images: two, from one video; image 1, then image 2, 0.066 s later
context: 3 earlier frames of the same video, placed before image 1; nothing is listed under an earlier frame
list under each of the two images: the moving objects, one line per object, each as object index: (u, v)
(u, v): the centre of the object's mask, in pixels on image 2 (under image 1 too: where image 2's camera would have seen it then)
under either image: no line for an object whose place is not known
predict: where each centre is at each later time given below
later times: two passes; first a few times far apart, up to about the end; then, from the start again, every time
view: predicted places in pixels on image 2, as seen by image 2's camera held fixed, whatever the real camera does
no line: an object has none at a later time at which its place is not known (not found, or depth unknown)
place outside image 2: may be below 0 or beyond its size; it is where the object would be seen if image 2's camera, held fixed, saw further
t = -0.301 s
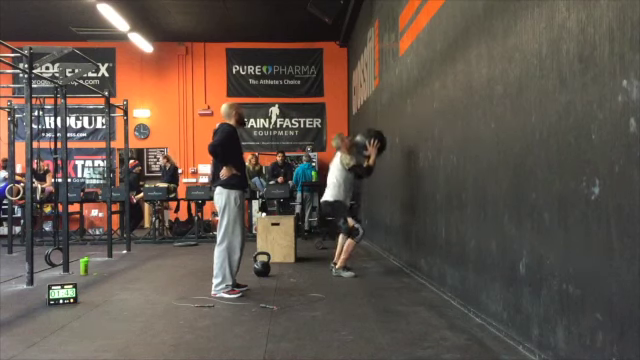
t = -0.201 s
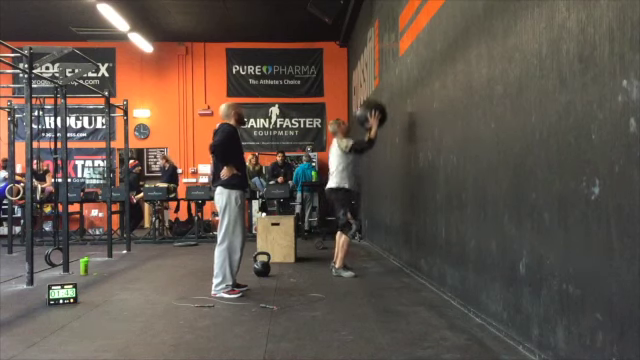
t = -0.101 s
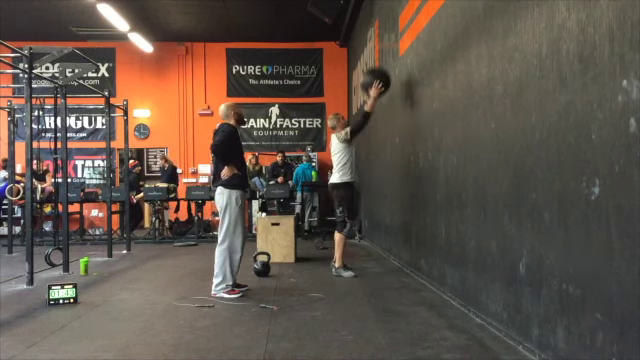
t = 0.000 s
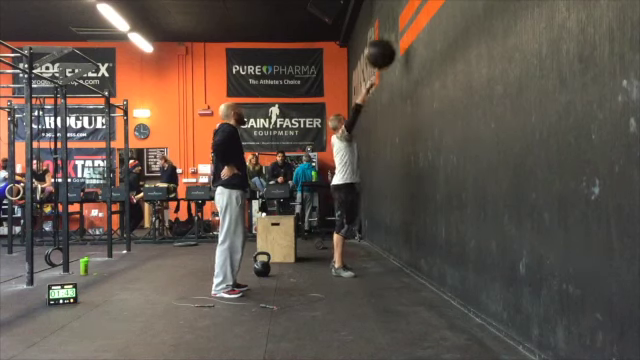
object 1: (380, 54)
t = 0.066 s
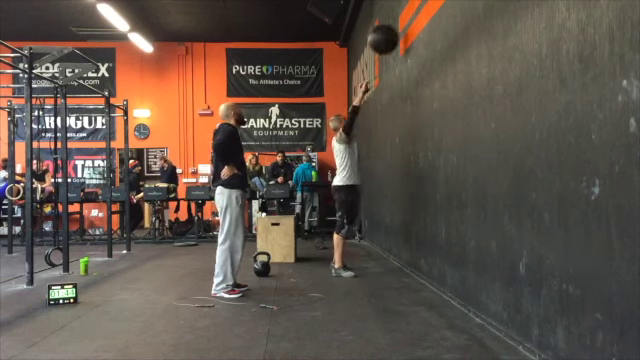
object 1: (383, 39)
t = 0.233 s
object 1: (390, 19)
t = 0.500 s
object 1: (384, 32)
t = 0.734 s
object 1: (381, 94)
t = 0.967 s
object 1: (383, 197)
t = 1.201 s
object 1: (393, 241)
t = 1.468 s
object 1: (389, 238)
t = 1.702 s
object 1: (389, 256)
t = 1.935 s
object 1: (390, 258)
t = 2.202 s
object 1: (389, 259)
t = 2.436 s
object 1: (389, 259)
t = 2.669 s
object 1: (388, 259)
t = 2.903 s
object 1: (387, 260)
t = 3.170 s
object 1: (385, 260)
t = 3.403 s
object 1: (383, 260)
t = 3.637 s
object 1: (380, 260)
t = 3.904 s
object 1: (375, 260)
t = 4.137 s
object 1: (371, 261)
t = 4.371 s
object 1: (366, 261)
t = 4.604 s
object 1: (363, 261)
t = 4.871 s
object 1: (364, 261)
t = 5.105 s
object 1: (364, 261)
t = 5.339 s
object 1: (364, 261)
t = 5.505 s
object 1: (364, 261)
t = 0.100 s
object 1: (385, 33)
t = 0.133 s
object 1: (387, 28)
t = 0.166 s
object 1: (389, 24)
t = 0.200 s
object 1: (390, 21)
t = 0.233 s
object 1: (390, 19)
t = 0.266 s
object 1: (390, 17)
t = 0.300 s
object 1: (389, 17)
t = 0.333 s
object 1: (388, 17)
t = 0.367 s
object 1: (387, 18)
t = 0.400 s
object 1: (387, 20)
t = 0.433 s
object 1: (386, 23)
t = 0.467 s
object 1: (385, 27)
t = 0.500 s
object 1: (384, 32)
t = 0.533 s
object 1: (383, 38)
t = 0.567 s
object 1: (383, 45)
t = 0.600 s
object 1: (382, 53)
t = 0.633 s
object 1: (382, 62)
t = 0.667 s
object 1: (382, 71)
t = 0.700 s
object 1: (381, 82)
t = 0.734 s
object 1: (381, 94)
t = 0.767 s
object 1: (380, 106)
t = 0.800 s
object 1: (379, 120)
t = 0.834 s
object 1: (379, 134)
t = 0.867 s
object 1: (378, 149)
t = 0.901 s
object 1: (379, 164)
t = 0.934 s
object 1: (381, 180)
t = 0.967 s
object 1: (383, 197)
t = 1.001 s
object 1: (386, 214)
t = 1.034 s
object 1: (388, 234)
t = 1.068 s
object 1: (393, 257)
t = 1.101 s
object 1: (394, 258)
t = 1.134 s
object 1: (393, 250)
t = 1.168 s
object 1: (393, 245)
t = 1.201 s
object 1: (393, 241)
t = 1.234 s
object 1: (393, 237)
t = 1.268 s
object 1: (393, 235)
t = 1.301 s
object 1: (392, 233)
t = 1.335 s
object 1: (392, 232)
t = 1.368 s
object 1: (392, 232)
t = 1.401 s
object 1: (391, 233)
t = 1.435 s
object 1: (390, 235)
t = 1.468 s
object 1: (389, 238)
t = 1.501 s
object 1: (389, 242)
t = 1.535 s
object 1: (388, 247)
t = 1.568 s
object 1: (388, 253)
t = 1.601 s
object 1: (388, 259)
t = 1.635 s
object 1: (388, 259)
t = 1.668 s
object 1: (389, 257)
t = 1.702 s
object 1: (389, 256)
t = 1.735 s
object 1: (389, 256)
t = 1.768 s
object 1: (389, 256)
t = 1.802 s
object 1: (389, 257)
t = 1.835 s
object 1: (389, 259)
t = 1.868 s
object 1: (389, 258)
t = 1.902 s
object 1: (389, 258)
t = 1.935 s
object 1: (390, 258)
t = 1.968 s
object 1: (390, 258)
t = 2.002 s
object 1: (390, 258)
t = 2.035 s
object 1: (390, 259)
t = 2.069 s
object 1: (389, 259)
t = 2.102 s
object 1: (390, 259)
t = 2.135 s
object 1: (389, 259)
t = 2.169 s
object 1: (389, 259)
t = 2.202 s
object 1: (389, 259)
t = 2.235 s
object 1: (389, 259)
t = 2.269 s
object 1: (389, 259)
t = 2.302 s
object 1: (389, 259)
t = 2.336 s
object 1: (389, 259)
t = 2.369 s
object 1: (390, 259)
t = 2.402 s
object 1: (389, 259)
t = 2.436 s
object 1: (389, 259)
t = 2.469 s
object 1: (389, 259)
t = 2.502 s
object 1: (389, 259)
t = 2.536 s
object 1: (389, 259)
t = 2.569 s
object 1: (388, 259)
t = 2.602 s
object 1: (389, 259)
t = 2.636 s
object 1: (388, 259)
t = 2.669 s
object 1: (388, 259)
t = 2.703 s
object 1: (388, 259)
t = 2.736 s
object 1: (388, 259)
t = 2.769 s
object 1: (388, 259)
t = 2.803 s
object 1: (388, 259)
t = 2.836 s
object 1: (387, 260)
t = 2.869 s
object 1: (387, 260)
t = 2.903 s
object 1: (387, 260)
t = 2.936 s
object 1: (386, 260)
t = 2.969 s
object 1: (386, 259)
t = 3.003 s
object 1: (386, 259)
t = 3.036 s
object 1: (386, 259)
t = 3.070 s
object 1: (386, 260)
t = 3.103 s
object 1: (386, 260)
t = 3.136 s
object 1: (386, 260)
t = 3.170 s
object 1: (385, 260)
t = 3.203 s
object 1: (385, 260)
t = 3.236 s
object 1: (385, 259)
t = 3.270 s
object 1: (384, 260)
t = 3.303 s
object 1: (383, 260)
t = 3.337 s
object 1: (384, 260)
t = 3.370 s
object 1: (383, 260)
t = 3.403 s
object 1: (383, 260)
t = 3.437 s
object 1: (383, 260)
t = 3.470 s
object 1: (383, 260)
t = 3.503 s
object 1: (382, 260)
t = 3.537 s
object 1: (381, 260)
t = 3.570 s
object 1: (381, 260)
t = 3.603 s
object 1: (380, 260)
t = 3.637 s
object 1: (380, 260)
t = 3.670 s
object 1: (379, 260)
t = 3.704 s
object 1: (378, 260)
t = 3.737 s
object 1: (378, 260)
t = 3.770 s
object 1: (377, 260)
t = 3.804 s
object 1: (377, 260)
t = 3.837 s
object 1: (376, 260)
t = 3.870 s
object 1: (376, 260)
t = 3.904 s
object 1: (375, 260)
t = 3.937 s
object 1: (375, 260)
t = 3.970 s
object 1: (374, 260)
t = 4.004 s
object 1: (373, 260)
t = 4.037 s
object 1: (372, 261)
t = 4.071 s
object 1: (372, 261)
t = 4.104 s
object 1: (371, 261)
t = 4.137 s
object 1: (371, 261)
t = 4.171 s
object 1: (370, 261)
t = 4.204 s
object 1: (370, 261)
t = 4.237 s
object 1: (369, 261)
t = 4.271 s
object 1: (368, 261)
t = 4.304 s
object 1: (368, 261)
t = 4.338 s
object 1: (367, 261)
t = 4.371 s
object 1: (366, 261)
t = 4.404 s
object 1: (365, 261)
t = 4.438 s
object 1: (364, 261)
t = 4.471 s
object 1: (364, 261)
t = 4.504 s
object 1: (364, 261)
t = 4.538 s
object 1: (363, 261)
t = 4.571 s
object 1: (363, 261)
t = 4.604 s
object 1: (363, 261)
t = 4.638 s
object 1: (363, 261)
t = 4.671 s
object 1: (363, 261)
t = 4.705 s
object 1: (363, 261)
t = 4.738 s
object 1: (363, 261)
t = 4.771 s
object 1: (363, 261)
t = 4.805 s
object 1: (363, 261)
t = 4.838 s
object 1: (364, 261)
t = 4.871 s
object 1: (364, 261)
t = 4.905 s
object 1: (364, 261)
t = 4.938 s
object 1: (364, 261)
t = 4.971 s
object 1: (364, 261)
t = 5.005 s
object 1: (364, 261)
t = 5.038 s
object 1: (364, 261)
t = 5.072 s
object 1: (364, 261)
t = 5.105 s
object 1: (364, 261)
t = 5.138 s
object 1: (364, 261)
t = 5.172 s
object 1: (364, 261)
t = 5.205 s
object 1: (364, 261)
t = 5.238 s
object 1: (364, 261)
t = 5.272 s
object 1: (364, 261)
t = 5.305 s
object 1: (364, 261)
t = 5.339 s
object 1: (364, 261)
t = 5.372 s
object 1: (364, 261)
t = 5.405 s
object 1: (364, 261)
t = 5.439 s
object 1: (364, 261)
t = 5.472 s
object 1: (364, 261)
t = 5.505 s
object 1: (364, 261)
